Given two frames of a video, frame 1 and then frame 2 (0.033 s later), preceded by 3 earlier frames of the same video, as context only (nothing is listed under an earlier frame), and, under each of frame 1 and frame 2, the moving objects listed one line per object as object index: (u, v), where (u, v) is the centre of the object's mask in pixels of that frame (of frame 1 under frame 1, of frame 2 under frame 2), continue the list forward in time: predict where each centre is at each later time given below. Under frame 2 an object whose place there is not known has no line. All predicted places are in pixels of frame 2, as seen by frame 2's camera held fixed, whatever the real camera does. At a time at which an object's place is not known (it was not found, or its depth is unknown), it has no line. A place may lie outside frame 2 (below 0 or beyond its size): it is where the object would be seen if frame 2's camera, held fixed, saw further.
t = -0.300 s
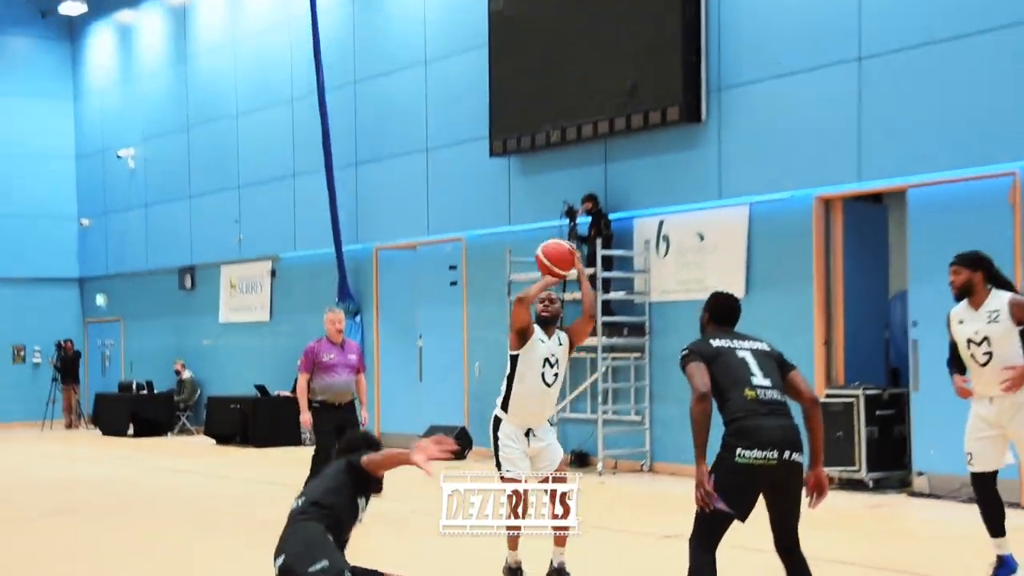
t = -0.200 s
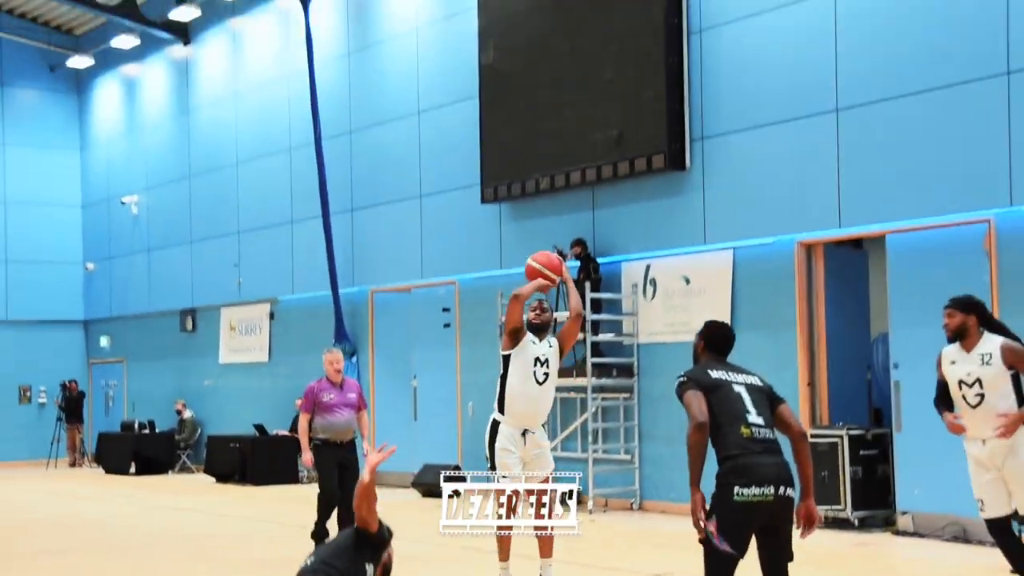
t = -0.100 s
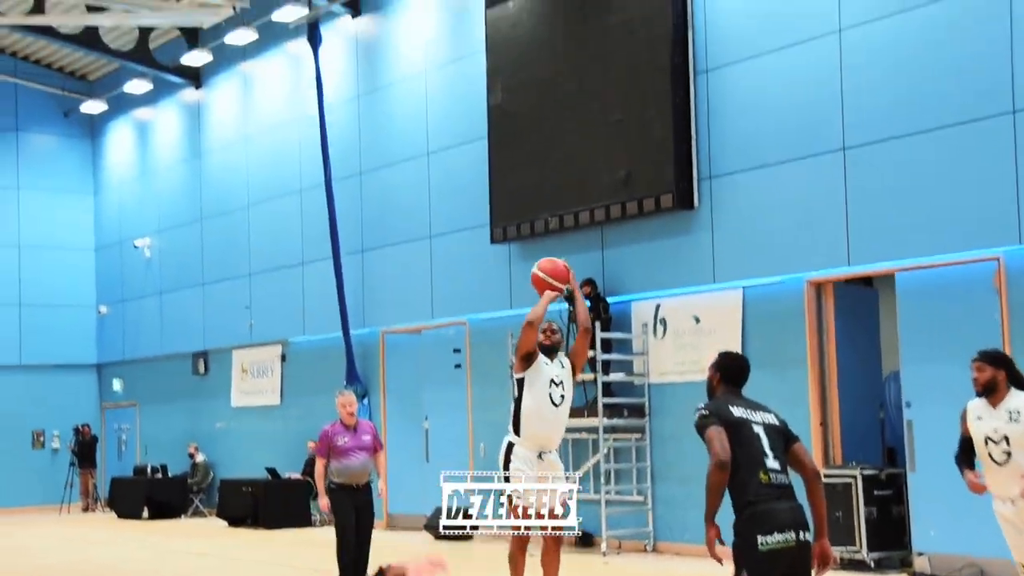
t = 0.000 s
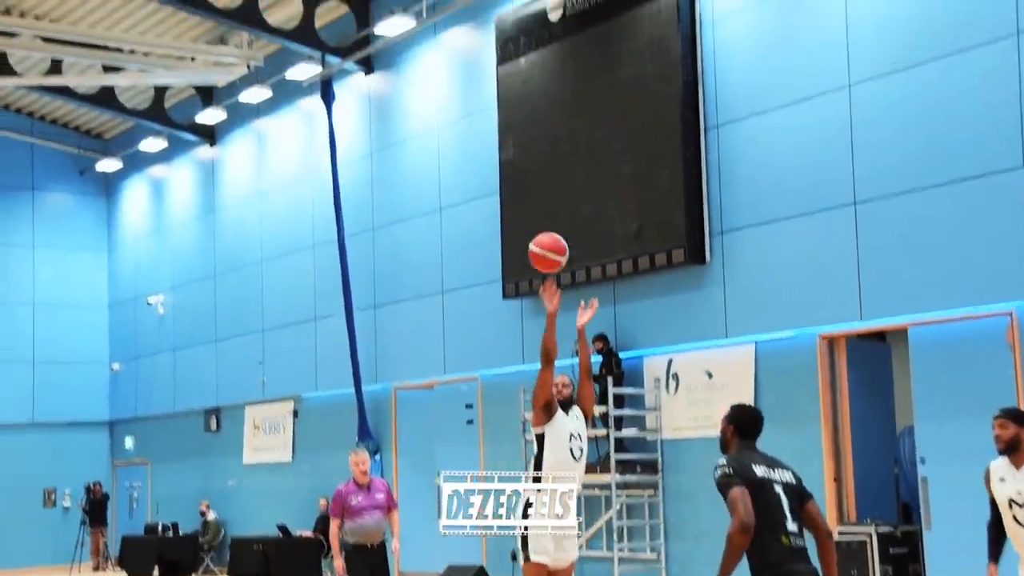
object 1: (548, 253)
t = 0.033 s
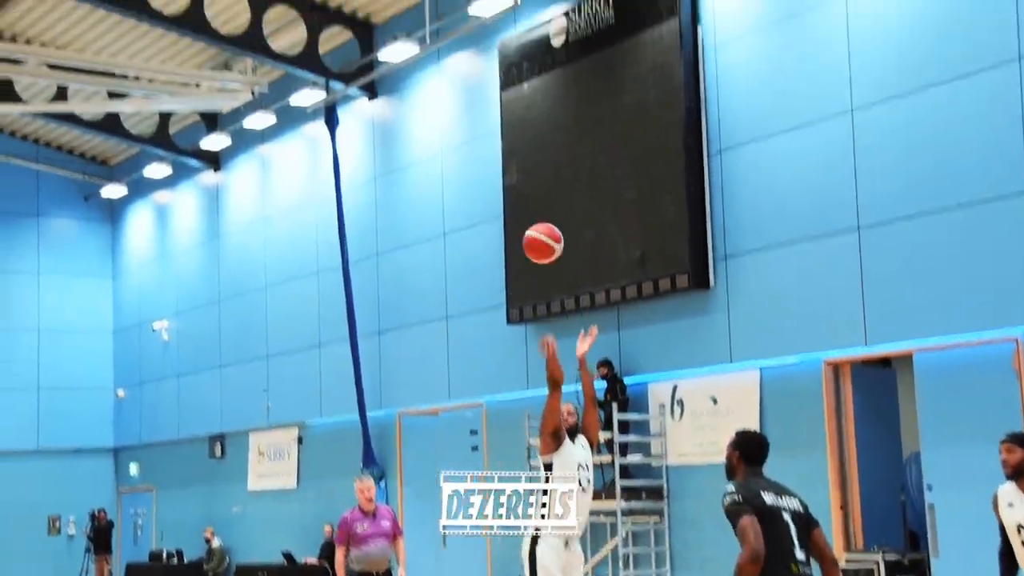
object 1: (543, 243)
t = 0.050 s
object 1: (538, 224)
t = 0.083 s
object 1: (527, 189)
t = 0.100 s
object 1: (522, 171)
